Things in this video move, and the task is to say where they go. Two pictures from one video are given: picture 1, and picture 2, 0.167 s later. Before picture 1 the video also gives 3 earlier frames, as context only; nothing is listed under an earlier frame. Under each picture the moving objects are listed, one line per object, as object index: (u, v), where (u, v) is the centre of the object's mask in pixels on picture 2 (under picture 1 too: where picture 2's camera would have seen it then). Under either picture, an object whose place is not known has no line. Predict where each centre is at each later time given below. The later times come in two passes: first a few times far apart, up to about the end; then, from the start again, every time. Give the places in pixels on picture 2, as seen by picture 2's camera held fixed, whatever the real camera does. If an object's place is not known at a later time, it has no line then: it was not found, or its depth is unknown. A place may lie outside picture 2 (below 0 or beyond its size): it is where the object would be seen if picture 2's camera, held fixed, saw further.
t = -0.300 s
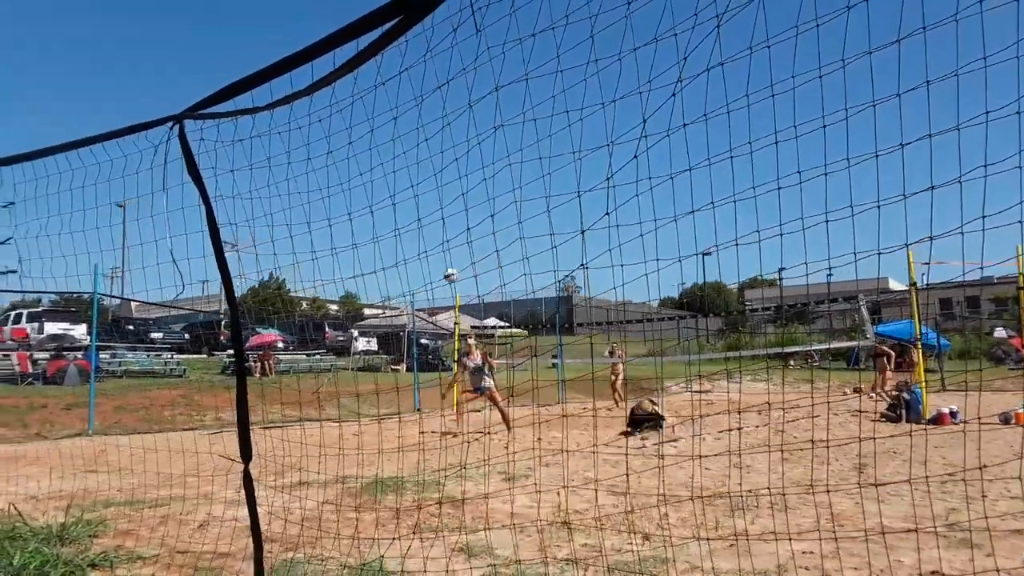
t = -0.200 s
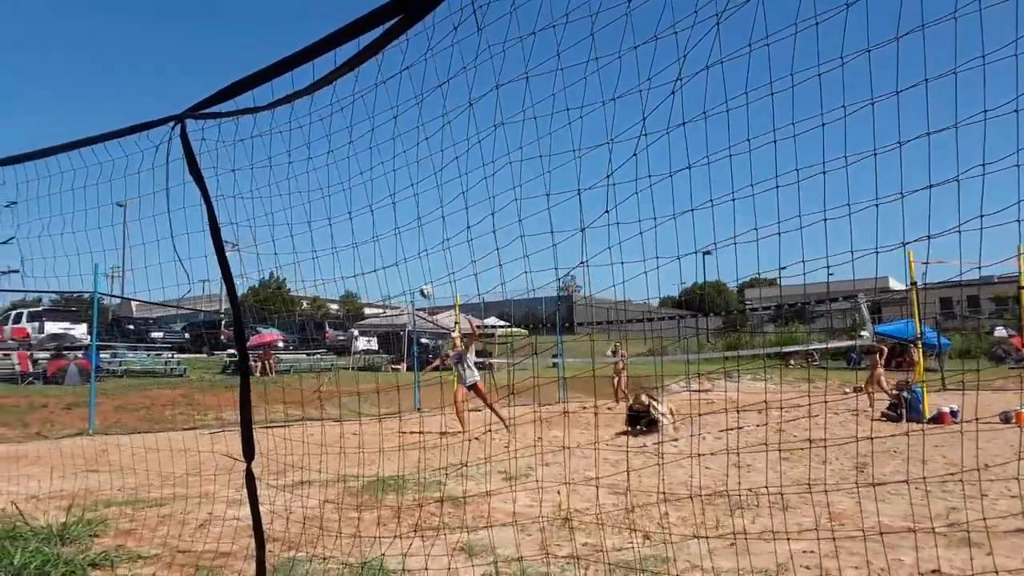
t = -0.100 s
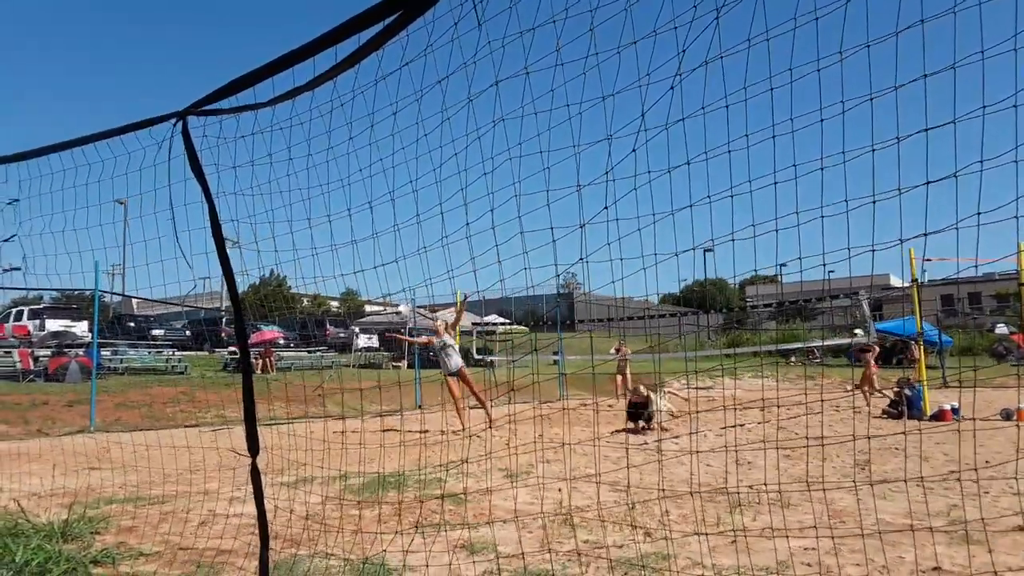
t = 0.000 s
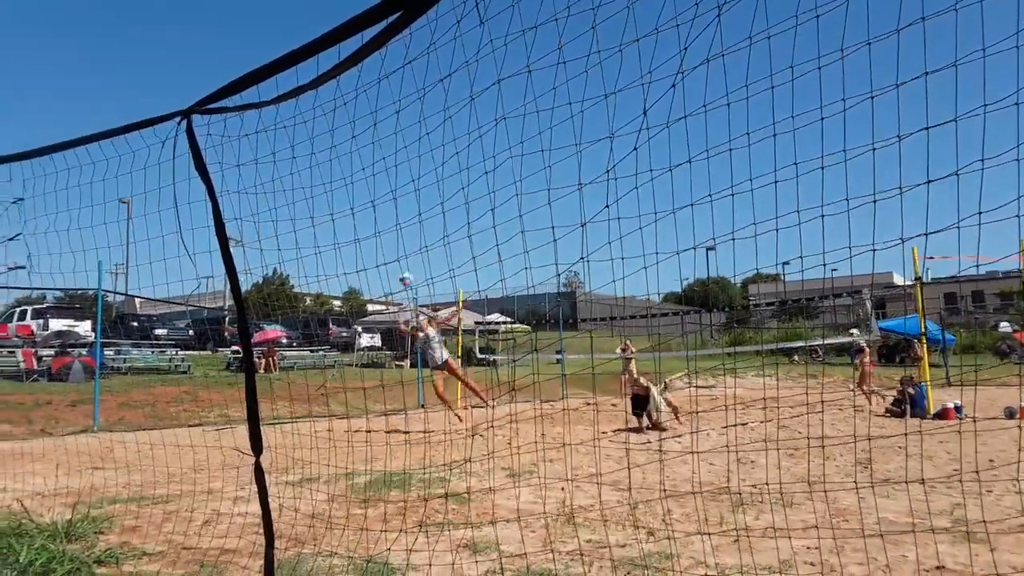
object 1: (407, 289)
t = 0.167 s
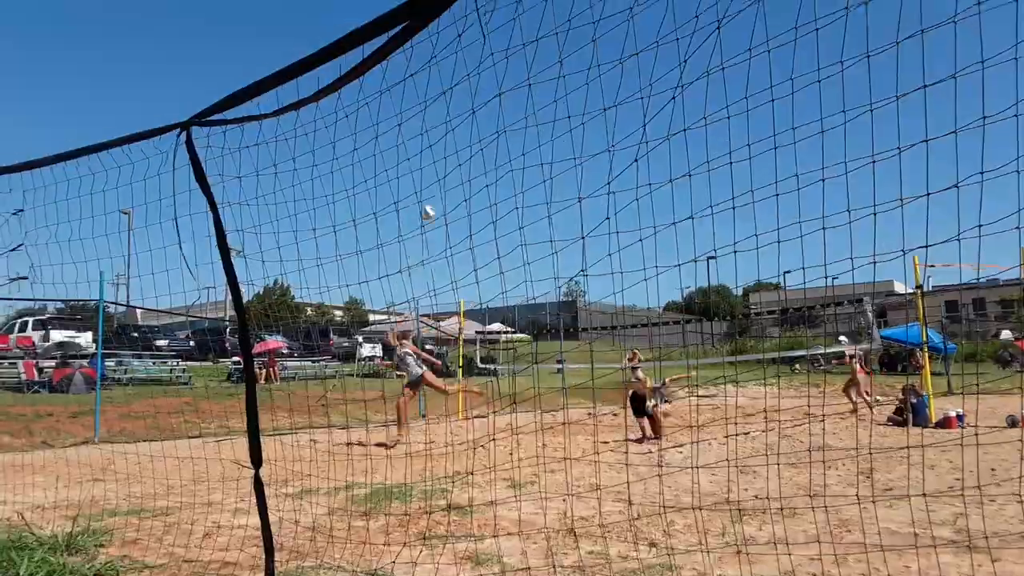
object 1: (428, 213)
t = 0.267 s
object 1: (439, 176)
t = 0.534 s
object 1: (470, 111)
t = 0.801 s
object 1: (503, 94)
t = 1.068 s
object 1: (540, 123)
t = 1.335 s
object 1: (580, 201)
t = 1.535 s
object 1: (611, 290)
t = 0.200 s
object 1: (430, 200)
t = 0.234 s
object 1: (434, 187)
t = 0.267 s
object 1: (439, 176)
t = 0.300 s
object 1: (443, 165)
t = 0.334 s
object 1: (446, 156)
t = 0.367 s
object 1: (451, 146)
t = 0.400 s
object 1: (455, 138)
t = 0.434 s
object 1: (458, 131)
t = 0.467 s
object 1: (461, 122)
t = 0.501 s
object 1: (466, 117)
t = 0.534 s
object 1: (470, 111)
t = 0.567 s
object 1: (473, 106)
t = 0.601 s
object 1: (477, 102)
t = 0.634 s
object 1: (481, 99)
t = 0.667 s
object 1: (486, 96)
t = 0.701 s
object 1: (490, 94)
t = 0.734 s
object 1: (494, 94)
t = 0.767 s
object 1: (497, 94)
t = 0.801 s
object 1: (503, 94)
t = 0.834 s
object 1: (507, 94)
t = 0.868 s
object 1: (511, 96)
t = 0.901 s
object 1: (516, 99)
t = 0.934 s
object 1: (520, 102)
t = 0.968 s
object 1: (525, 106)
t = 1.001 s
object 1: (530, 111)
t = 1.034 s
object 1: (535, 116)
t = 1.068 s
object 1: (540, 123)
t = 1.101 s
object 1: (544, 129)
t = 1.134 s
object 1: (550, 138)
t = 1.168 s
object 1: (554, 146)
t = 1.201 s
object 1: (559, 155)
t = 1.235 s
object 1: (564, 166)
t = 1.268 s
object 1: (570, 177)
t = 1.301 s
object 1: (575, 189)
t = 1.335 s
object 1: (580, 201)
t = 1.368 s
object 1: (584, 214)
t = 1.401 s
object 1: (590, 229)
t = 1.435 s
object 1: (595, 242)
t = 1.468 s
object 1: (600, 257)
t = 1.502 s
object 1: (606, 274)
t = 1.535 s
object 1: (611, 290)
